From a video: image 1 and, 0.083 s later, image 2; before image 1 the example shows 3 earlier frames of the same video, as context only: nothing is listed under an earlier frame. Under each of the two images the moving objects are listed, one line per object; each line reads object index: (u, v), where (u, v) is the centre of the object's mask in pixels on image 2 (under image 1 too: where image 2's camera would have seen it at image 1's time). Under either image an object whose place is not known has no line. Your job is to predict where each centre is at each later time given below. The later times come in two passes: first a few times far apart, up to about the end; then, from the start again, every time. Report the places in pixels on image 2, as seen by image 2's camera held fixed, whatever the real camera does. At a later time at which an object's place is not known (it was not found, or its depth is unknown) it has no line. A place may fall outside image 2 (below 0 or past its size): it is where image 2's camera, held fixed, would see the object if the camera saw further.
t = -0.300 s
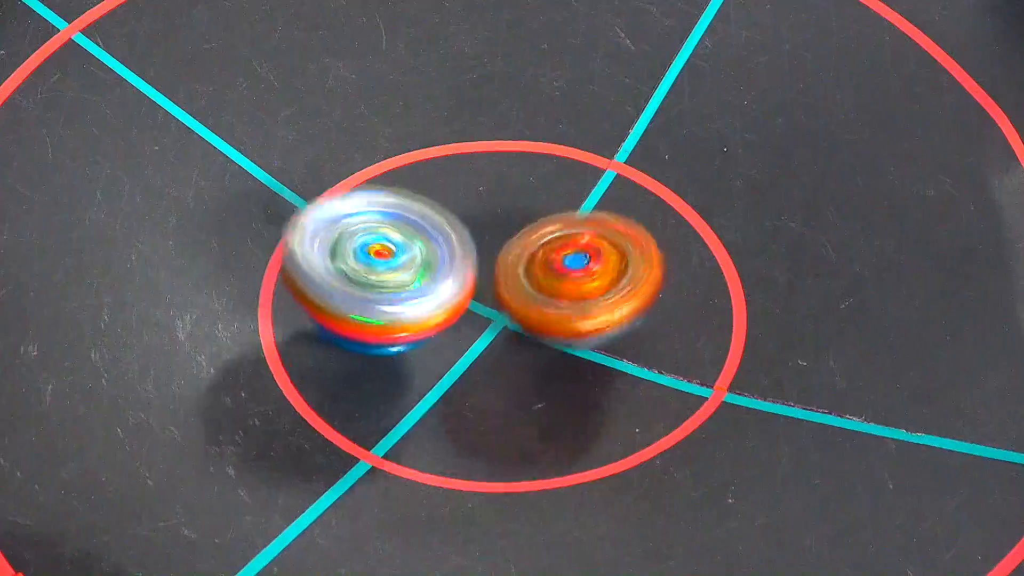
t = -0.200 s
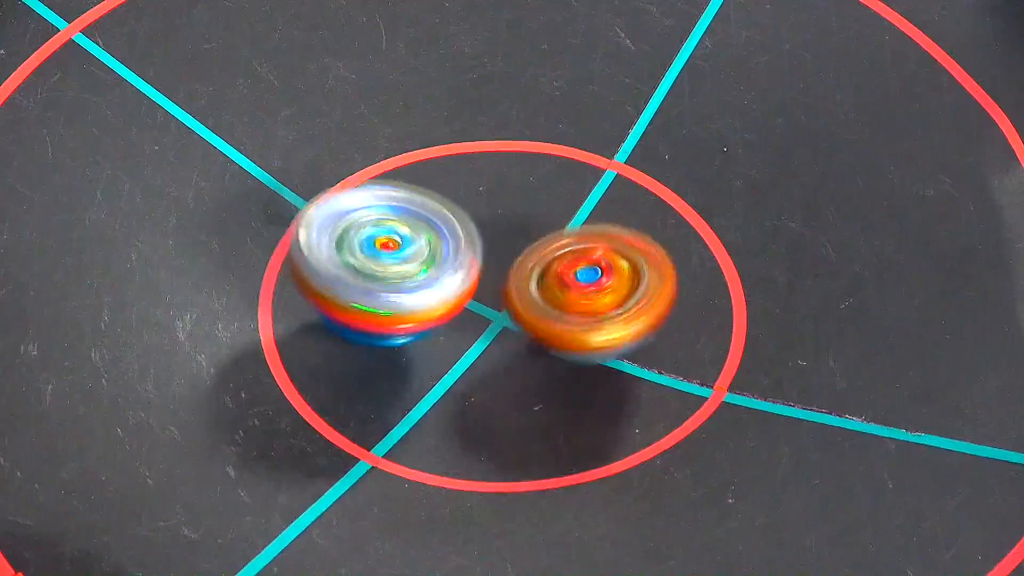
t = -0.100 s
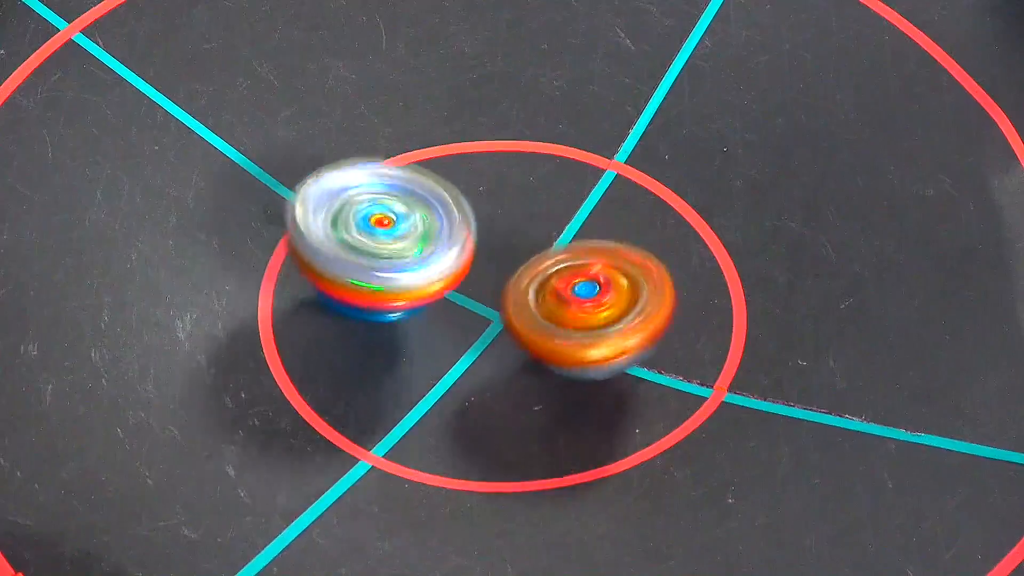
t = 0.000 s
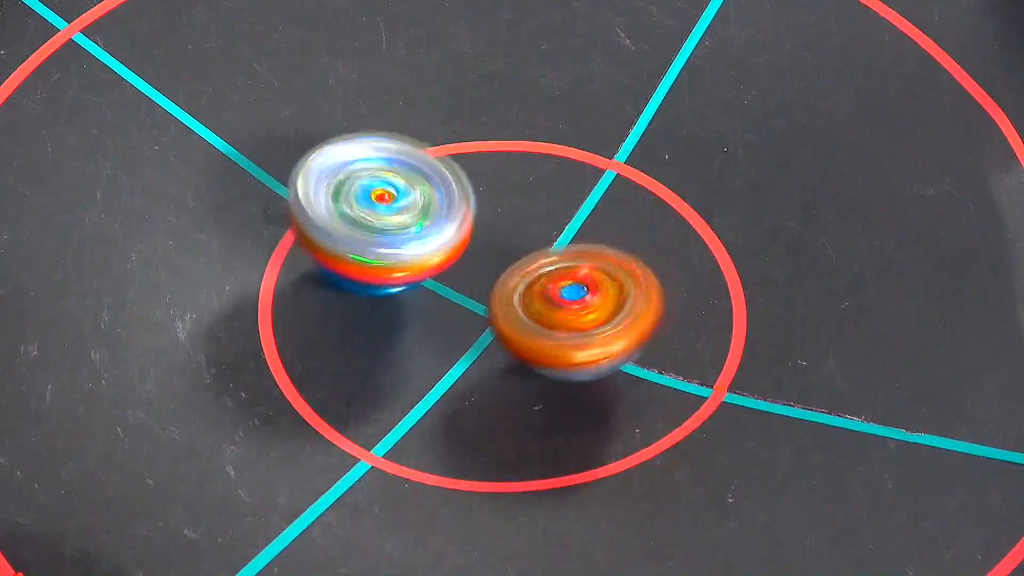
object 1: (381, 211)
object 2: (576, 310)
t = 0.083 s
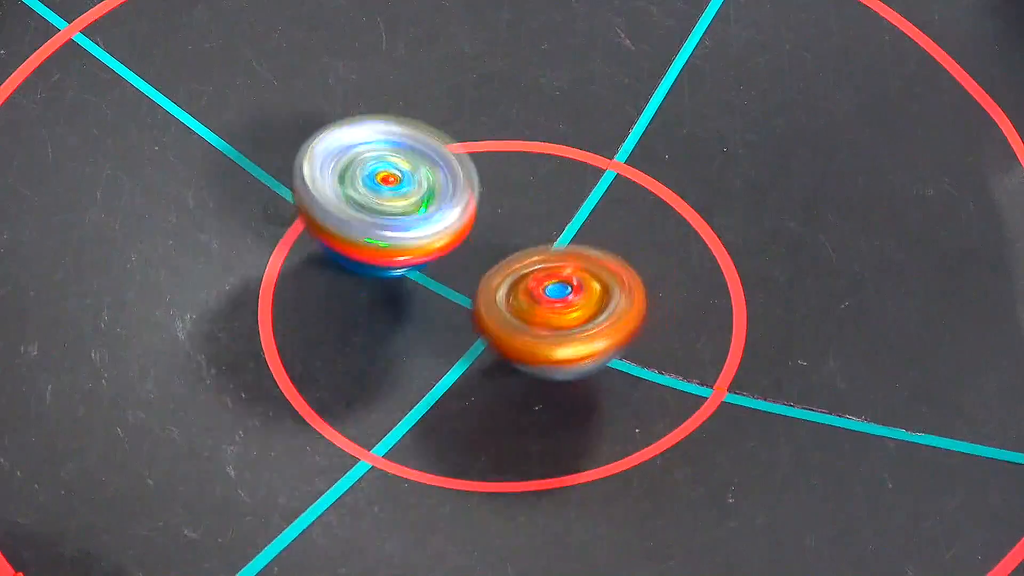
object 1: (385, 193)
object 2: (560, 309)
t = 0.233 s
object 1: (401, 174)
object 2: (531, 309)
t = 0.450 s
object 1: (439, 165)
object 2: (494, 308)
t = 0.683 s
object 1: (485, 137)
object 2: (428, 294)
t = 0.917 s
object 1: (504, 145)
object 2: (424, 279)
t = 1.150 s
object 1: (558, 155)
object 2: (423, 263)
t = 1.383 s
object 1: (614, 166)
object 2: (432, 238)
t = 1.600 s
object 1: (727, 164)
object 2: (419, 207)
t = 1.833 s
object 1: (634, 200)
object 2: (448, 198)
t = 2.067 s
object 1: (582, 309)
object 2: (463, 192)
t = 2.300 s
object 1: (513, 346)
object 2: (503, 177)
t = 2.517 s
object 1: (476, 365)
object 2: (527, 188)
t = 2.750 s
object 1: (432, 328)
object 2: (566, 190)
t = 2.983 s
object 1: (415, 303)
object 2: (558, 215)
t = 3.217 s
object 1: (229, 298)
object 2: (632, 194)
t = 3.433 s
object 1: (290, 270)
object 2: (616, 206)
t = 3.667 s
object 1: (352, 179)
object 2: (676, 244)
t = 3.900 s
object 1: (309, 142)
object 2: (650, 266)
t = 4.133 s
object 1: (383, 220)
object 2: (604, 307)
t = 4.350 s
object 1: (320, 171)
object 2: (562, 389)
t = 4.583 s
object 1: (397, 211)
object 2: (434, 352)
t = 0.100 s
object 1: (386, 190)
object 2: (557, 309)
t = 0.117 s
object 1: (387, 188)
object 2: (553, 309)
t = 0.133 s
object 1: (389, 185)
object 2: (550, 308)
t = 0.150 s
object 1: (391, 182)
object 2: (547, 307)
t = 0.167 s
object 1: (393, 181)
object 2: (543, 307)
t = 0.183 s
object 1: (394, 179)
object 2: (539, 307)
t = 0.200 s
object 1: (396, 177)
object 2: (535, 308)
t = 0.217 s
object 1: (399, 176)
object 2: (534, 308)
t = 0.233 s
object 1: (401, 174)
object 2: (531, 309)
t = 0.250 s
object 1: (403, 174)
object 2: (528, 309)
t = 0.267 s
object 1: (405, 173)
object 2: (525, 310)
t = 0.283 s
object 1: (408, 172)
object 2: (524, 310)
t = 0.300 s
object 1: (410, 172)
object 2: (521, 310)
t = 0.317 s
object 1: (413, 172)
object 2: (517, 310)
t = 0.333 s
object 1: (415, 171)
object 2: (514, 310)
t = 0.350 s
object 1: (418, 172)
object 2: (512, 310)
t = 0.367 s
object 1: (421, 171)
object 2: (510, 309)
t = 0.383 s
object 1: (425, 171)
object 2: (507, 308)
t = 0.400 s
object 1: (428, 171)
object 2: (504, 307)
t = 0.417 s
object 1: (431, 170)
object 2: (501, 307)
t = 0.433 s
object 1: (435, 168)
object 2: (498, 307)
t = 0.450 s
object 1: (439, 165)
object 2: (494, 308)
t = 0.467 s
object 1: (443, 162)
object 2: (489, 309)
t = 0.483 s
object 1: (447, 158)
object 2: (485, 309)
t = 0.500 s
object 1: (451, 156)
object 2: (479, 310)
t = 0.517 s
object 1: (455, 153)
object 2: (472, 309)
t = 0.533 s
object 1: (458, 151)
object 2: (464, 307)
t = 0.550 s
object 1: (462, 149)
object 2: (458, 305)
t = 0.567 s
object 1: (466, 146)
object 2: (451, 303)
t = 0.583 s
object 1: (469, 145)
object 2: (445, 300)
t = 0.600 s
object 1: (471, 143)
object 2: (439, 299)
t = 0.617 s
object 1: (475, 141)
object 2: (437, 297)
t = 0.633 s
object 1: (478, 140)
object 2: (434, 296)
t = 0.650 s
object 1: (480, 138)
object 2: (431, 295)
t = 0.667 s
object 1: (482, 137)
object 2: (429, 294)
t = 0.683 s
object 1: (485, 137)
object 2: (428, 294)
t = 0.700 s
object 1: (487, 136)
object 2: (427, 293)
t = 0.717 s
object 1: (489, 136)
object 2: (425, 293)
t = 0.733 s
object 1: (490, 136)
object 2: (426, 293)
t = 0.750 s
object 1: (492, 136)
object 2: (426, 291)
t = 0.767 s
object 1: (494, 136)
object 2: (425, 290)
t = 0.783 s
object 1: (495, 136)
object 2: (424, 288)
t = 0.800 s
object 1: (496, 137)
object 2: (425, 287)
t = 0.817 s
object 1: (498, 138)
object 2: (424, 286)
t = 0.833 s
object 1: (499, 138)
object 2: (424, 286)
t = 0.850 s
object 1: (500, 140)
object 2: (423, 285)
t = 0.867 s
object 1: (501, 141)
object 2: (424, 283)
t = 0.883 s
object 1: (502, 142)
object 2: (424, 282)
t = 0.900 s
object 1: (503, 143)
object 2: (424, 280)
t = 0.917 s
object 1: (504, 145)
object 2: (424, 279)
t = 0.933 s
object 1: (506, 146)
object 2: (424, 278)
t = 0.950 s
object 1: (509, 147)
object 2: (423, 277)
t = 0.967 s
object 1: (511, 148)
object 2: (422, 276)
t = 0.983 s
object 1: (514, 149)
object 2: (421, 276)
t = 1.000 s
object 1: (517, 150)
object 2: (421, 275)
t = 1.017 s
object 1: (520, 151)
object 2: (420, 273)
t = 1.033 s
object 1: (524, 152)
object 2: (420, 272)
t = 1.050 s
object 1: (528, 153)
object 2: (421, 270)
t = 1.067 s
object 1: (533, 153)
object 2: (420, 269)
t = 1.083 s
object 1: (538, 154)
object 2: (420, 268)
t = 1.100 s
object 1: (543, 154)
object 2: (421, 267)
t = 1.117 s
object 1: (549, 154)
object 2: (421, 266)
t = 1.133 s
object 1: (553, 154)
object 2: (422, 264)
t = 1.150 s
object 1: (558, 155)
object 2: (423, 263)
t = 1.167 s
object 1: (563, 155)
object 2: (424, 261)
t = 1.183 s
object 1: (567, 156)
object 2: (425, 259)
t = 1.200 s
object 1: (571, 157)
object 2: (426, 258)
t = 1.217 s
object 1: (575, 157)
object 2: (428, 257)
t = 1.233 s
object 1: (578, 158)
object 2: (430, 255)
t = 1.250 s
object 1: (581, 159)
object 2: (432, 253)
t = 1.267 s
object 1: (584, 160)
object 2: (434, 251)
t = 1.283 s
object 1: (587, 161)
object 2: (435, 248)
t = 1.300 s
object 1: (588, 163)
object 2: (436, 246)
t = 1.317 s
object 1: (591, 164)
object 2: (438, 245)
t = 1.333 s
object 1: (592, 165)
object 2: (439, 244)
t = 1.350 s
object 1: (593, 167)
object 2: (440, 243)
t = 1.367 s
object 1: (598, 169)
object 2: (440, 242)
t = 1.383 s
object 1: (614, 166)
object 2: (432, 238)
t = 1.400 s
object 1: (629, 168)
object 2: (422, 237)
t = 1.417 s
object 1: (644, 168)
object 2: (415, 236)
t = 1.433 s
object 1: (658, 166)
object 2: (412, 235)
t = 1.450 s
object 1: (669, 167)
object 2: (409, 232)
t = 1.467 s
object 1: (682, 166)
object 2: (407, 229)
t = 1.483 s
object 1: (692, 164)
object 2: (408, 227)
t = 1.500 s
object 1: (701, 164)
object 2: (408, 224)
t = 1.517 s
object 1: (709, 164)
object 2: (408, 222)
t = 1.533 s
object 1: (715, 164)
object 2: (410, 219)
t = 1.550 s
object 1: (720, 163)
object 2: (412, 215)
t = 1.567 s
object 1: (724, 164)
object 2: (413, 213)
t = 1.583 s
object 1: (726, 164)
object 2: (416, 210)
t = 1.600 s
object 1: (727, 164)
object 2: (419, 207)
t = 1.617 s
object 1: (727, 165)
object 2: (420, 205)
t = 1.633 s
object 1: (726, 165)
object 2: (424, 203)
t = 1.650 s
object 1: (723, 167)
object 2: (426, 201)
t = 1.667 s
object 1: (719, 168)
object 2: (427, 200)
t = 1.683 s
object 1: (715, 170)
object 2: (430, 198)
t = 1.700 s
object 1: (709, 172)
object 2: (431, 196)
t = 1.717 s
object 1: (702, 174)
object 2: (431, 195)
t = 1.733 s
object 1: (695, 176)
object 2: (434, 196)
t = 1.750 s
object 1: (686, 180)
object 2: (435, 195)
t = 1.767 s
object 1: (678, 183)
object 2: (436, 196)
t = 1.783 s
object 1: (667, 187)
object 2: (440, 196)
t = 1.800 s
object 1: (656, 191)
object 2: (442, 196)
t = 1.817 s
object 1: (646, 195)
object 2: (444, 197)
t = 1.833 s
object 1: (634, 200)
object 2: (448, 198)
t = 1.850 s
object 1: (623, 206)
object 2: (449, 197)
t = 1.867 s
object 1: (619, 214)
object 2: (447, 195)
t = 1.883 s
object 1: (617, 224)
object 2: (444, 191)
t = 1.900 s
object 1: (615, 233)
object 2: (442, 189)
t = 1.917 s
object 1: (613, 242)
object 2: (441, 188)
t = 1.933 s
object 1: (611, 251)
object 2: (443, 186)
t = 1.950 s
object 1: (608, 260)
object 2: (444, 186)
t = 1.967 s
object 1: (605, 269)
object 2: (447, 187)
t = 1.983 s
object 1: (602, 277)
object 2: (450, 187)
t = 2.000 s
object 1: (599, 285)
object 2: (452, 188)
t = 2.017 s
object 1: (595, 292)
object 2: (455, 189)
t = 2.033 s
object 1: (592, 299)
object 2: (457, 189)
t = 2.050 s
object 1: (587, 304)
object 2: (459, 190)
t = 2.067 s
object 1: (582, 309)
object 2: (463, 192)
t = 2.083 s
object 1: (578, 312)
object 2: (465, 191)
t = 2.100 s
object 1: (573, 316)
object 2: (466, 193)
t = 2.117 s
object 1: (568, 318)
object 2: (470, 194)
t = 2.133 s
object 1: (563, 320)
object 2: (471, 194)
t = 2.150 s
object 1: (559, 320)
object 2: (473, 196)
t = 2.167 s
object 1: (554, 321)
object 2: (476, 196)
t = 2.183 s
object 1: (549, 320)
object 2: (477, 197)
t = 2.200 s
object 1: (544, 320)
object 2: (480, 198)
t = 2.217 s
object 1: (540, 318)
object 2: (482, 197)
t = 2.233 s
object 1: (535, 316)
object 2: (483, 197)
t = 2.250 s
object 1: (529, 319)
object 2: (486, 195)
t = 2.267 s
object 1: (524, 330)
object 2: (493, 189)
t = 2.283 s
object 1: (518, 339)
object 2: (497, 184)
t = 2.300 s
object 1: (513, 346)
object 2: (503, 177)
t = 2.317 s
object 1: (509, 353)
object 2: (507, 173)
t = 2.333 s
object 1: (504, 359)
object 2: (512, 172)
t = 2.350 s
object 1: (500, 364)
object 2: (514, 171)
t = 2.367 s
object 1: (496, 369)
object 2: (516, 173)
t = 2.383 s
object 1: (492, 372)
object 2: (518, 174)
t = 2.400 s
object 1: (489, 374)
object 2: (518, 176)
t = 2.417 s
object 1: (487, 375)
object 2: (520, 178)
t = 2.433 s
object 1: (484, 376)
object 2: (521, 179)
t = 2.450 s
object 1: (482, 375)
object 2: (522, 181)
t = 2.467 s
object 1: (480, 374)
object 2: (524, 183)
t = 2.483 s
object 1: (478, 371)
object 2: (524, 184)
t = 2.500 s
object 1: (477, 369)
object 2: (525, 187)
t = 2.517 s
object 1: (476, 365)
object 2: (527, 188)
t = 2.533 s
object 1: (475, 360)
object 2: (527, 190)
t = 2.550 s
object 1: (474, 356)
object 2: (529, 193)
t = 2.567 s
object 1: (475, 350)
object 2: (529, 194)
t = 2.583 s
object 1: (474, 345)
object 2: (530, 196)
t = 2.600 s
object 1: (474, 338)
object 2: (531, 197)
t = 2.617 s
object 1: (474, 332)
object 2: (531, 197)
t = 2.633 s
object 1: (473, 326)
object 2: (534, 198)
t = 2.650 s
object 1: (471, 323)
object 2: (535, 197)
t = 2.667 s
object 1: (466, 322)
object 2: (540, 195)
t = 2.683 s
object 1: (459, 325)
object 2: (546, 192)
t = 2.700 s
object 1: (452, 326)
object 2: (552, 190)
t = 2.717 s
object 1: (445, 327)
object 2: (559, 188)
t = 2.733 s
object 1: (439, 327)
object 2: (563, 189)
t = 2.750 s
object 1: (432, 328)
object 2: (566, 190)
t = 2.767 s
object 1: (427, 329)
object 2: (567, 191)
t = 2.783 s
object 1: (423, 328)
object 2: (567, 193)
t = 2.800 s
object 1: (419, 327)
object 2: (568, 194)
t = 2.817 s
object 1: (416, 326)
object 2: (567, 195)
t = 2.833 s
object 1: (413, 325)
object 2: (567, 198)
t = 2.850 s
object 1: (411, 323)
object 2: (566, 199)
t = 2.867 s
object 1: (410, 321)
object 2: (565, 202)
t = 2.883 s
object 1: (409, 319)
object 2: (565, 203)
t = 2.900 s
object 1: (409, 317)
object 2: (563, 205)
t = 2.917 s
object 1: (409, 314)
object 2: (562, 207)
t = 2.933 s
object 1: (411, 312)
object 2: (561, 210)
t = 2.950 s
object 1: (412, 309)
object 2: (560, 212)
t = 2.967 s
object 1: (413, 306)
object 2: (559, 214)
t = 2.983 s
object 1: (415, 303)
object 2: (558, 215)
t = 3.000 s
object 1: (412, 303)
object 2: (563, 216)
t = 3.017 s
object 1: (390, 307)
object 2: (580, 209)
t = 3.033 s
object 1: (370, 310)
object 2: (600, 203)
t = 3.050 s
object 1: (349, 311)
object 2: (613, 199)
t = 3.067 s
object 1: (331, 312)
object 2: (624, 197)
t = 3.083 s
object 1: (313, 311)
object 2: (628, 195)
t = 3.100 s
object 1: (298, 310)
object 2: (631, 196)
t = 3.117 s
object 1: (285, 309)
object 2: (631, 195)
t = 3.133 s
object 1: (272, 309)
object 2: (631, 195)
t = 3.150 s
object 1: (260, 307)
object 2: (632, 194)
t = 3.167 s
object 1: (250, 305)
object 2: (631, 194)
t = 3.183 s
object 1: (242, 303)
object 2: (632, 194)
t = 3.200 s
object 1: (235, 300)
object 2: (631, 194)
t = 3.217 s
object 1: (229, 298)
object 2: (632, 194)
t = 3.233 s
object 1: (226, 296)
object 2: (630, 194)
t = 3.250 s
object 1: (223, 294)
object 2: (631, 194)
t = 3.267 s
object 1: (222, 292)
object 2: (629, 195)
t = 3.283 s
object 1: (223, 290)
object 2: (629, 195)
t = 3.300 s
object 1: (225, 287)
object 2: (628, 196)
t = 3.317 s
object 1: (229, 286)
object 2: (627, 197)
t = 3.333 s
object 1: (234, 284)
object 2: (626, 198)
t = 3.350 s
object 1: (241, 281)
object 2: (624, 199)
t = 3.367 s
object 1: (248, 279)
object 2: (623, 200)
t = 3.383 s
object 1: (257, 276)
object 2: (620, 202)
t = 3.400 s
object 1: (268, 275)
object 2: (620, 203)
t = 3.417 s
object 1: (278, 273)
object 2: (617, 205)
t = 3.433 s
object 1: (290, 270)
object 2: (616, 206)
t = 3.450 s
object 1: (304, 268)
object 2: (612, 207)
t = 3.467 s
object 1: (318, 265)
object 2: (611, 210)
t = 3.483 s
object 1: (331, 261)
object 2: (607, 211)
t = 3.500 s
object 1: (346, 256)
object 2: (605, 214)
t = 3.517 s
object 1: (359, 252)
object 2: (602, 215)
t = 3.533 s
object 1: (374, 249)
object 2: (598, 217)
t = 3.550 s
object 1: (389, 244)
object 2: (594, 219)
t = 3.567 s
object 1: (404, 240)
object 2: (590, 222)
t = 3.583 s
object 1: (407, 233)
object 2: (597, 224)
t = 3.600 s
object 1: (397, 224)
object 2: (619, 227)
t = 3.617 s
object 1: (385, 208)
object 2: (643, 231)
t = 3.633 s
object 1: (373, 191)
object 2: (657, 236)
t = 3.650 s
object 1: (363, 182)
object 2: (670, 240)
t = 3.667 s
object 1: (352, 179)
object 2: (676, 244)
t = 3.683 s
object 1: (343, 174)
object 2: (681, 250)
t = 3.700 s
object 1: (334, 162)
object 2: (680, 254)
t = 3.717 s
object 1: (328, 154)
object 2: (680, 255)
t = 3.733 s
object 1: (321, 151)
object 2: (677, 257)
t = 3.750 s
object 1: (315, 144)
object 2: (675, 259)
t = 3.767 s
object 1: (310, 141)
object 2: (670, 262)
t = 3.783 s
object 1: (307, 136)
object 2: (669, 262)
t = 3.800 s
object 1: (304, 131)
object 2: (666, 263)
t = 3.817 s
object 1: (303, 132)
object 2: (664, 263)
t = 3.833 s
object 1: (301, 135)
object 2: (662, 266)
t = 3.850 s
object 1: (302, 132)
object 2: (660, 266)
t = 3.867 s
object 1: (303, 134)
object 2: (657, 268)
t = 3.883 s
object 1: (304, 143)
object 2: (653, 266)
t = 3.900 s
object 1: (309, 142)
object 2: (650, 266)
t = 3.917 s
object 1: (314, 143)
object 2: (646, 266)
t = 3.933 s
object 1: (318, 148)
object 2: (641, 266)
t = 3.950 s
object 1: (325, 158)
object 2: (636, 265)
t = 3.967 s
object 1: (332, 175)
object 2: (631, 265)
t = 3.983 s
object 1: (339, 187)
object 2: (626, 265)
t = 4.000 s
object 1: (348, 195)
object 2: (621, 264)
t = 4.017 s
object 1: (359, 208)
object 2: (615, 263)
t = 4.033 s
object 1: (368, 218)
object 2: (608, 261)
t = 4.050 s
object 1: (377, 224)
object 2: (600, 264)
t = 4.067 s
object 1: (390, 238)
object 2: (591, 264)
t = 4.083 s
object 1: (400, 251)
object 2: (580, 266)
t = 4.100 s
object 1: (403, 250)
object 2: (579, 274)
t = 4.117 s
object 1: (395, 230)
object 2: (592, 296)
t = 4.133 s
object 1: (383, 220)
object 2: (604, 307)
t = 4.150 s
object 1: (375, 217)
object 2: (610, 323)
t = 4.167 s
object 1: (365, 215)
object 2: (618, 342)
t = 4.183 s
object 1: (355, 217)
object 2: (622, 349)
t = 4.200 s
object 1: (348, 210)
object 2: (624, 365)
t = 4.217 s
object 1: (343, 199)
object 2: (621, 371)
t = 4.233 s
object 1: (336, 195)
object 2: (616, 378)
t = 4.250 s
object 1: (331, 191)
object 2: (610, 384)
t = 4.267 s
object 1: (327, 188)
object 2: (602, 387)
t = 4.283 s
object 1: (324, 175)
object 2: (593, 390)
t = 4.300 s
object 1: (321, 168)
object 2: (584, 389)
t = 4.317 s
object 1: (321, 163)
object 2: (576, 389)
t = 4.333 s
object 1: (320, 164)
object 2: (569, 390)
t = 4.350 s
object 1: (320, 171)
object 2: (562, 389)
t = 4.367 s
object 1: (319, 177)
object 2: (556, 388)
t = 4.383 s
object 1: (322, 179)
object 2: (549, 383)
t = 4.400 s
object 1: (324, 179)
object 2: (541, 380)
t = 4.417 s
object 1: (329, 176)
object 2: (532, 377)
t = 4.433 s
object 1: (335, 181)
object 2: (521, 372)
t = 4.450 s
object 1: (340, 191)
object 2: (511, 368)
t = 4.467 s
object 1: (344, 199)
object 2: (500, 362)
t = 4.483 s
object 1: (353, 204)
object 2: (489, 356)
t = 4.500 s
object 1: (359, 212)
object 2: (477, 349)
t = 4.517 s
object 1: (368, 213)
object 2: (464, 341)
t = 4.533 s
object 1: (379, 218)
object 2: (455, 337)
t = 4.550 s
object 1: (384, 217)
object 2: (447, 341)
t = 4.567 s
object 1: (391, 214)
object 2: (439, 346)
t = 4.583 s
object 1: (397, 211)
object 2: (434, 352)
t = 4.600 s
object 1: (400, 200)
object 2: (427, 354)
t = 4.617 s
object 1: (410, 195)
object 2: (421, 354)
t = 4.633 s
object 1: (416, 195)
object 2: (415, 354)
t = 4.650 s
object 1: (423, 190)
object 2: (410, 352)
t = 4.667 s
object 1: (432, 188)
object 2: (403, 347)
